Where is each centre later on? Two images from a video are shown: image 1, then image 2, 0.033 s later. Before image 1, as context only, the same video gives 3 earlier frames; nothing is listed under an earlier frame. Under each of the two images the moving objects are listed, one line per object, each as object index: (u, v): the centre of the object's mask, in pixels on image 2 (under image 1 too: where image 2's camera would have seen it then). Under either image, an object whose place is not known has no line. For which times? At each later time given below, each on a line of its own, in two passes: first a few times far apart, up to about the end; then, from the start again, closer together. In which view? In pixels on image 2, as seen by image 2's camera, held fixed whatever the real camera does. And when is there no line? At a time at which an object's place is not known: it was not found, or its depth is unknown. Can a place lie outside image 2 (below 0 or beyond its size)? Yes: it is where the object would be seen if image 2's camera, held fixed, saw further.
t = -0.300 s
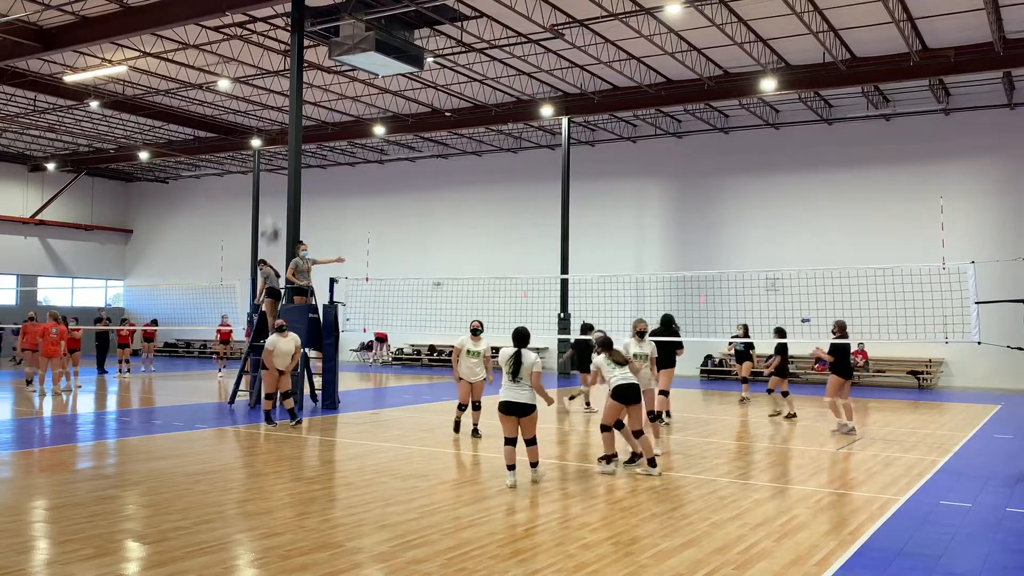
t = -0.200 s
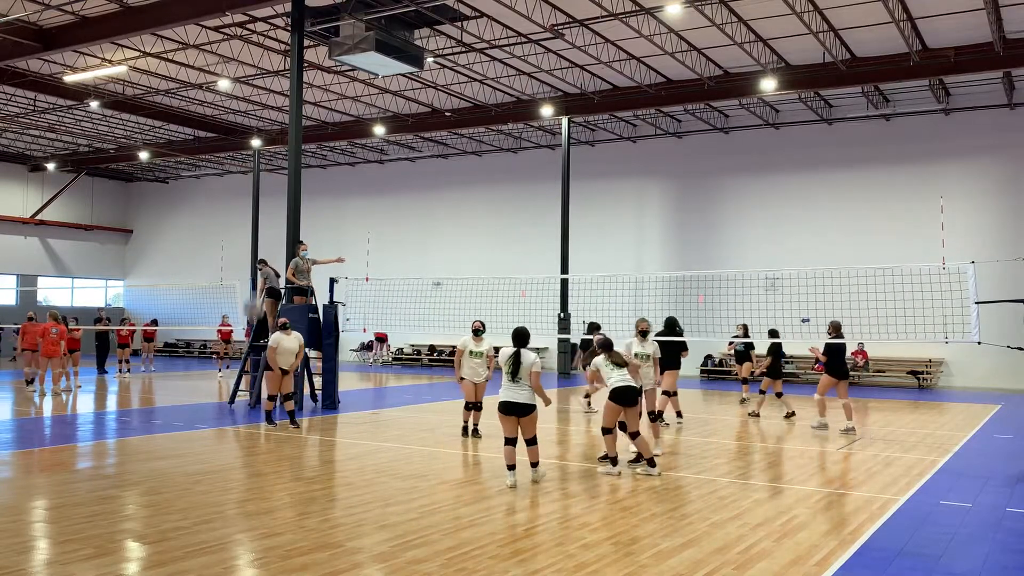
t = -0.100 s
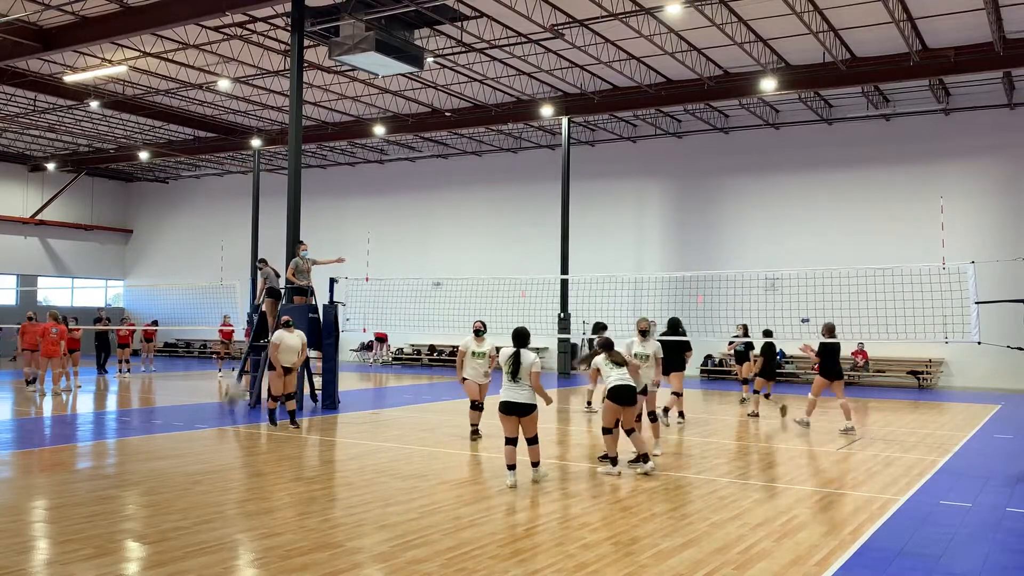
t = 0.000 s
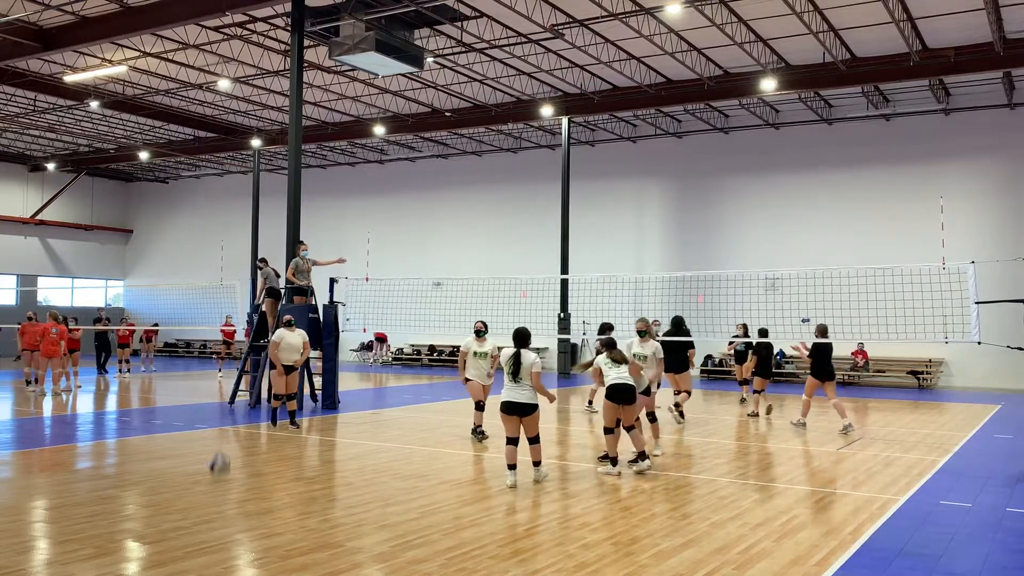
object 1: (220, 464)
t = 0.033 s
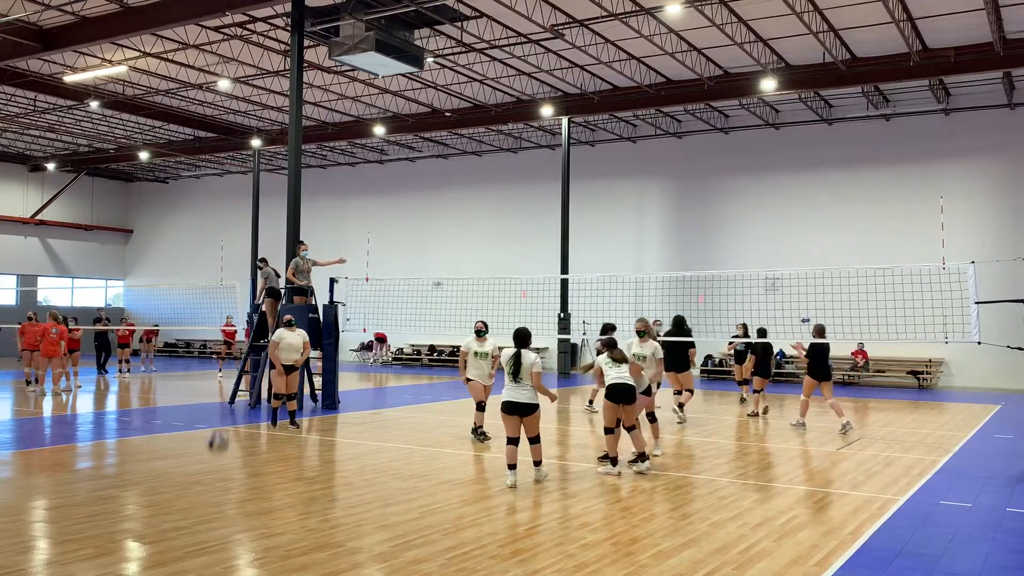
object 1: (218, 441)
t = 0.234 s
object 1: (207, 325)
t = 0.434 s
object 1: (197, 251)
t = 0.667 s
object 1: (184, 217)
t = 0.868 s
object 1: (172, 234)
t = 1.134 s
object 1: (154, 329)
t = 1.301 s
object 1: (141, 429)
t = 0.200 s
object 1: (209, 343)
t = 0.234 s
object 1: (207, 325)
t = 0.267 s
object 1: (206, 310)
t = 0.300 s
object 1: (204, 297)
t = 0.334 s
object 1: (203, 284)
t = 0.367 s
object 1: (201, 271)
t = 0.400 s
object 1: (199, 261)
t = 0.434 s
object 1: (197, 251)
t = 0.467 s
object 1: (196, 243)
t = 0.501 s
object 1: (193, 235)
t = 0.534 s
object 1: (192, 229)
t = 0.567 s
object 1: (190, 224)
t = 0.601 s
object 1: (188, 221)
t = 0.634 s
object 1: (186, 218)
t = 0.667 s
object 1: (184, 217)
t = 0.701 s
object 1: (182, 217)
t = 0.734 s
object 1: (180, 218)
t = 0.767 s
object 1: (178, 220)
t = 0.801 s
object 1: (176, 224)
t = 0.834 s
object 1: (174, 228)
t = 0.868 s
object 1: (172, 234)
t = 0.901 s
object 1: (169, 242)
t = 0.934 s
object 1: (167, 250)
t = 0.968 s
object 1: (165, 261)
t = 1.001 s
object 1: (162, 271)
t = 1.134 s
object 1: (154, 329)
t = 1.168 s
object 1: (149, 345)
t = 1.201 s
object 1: (149, 364)
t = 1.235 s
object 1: (147, 388)
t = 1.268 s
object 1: (143, 407)
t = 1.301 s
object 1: (141, 429)
